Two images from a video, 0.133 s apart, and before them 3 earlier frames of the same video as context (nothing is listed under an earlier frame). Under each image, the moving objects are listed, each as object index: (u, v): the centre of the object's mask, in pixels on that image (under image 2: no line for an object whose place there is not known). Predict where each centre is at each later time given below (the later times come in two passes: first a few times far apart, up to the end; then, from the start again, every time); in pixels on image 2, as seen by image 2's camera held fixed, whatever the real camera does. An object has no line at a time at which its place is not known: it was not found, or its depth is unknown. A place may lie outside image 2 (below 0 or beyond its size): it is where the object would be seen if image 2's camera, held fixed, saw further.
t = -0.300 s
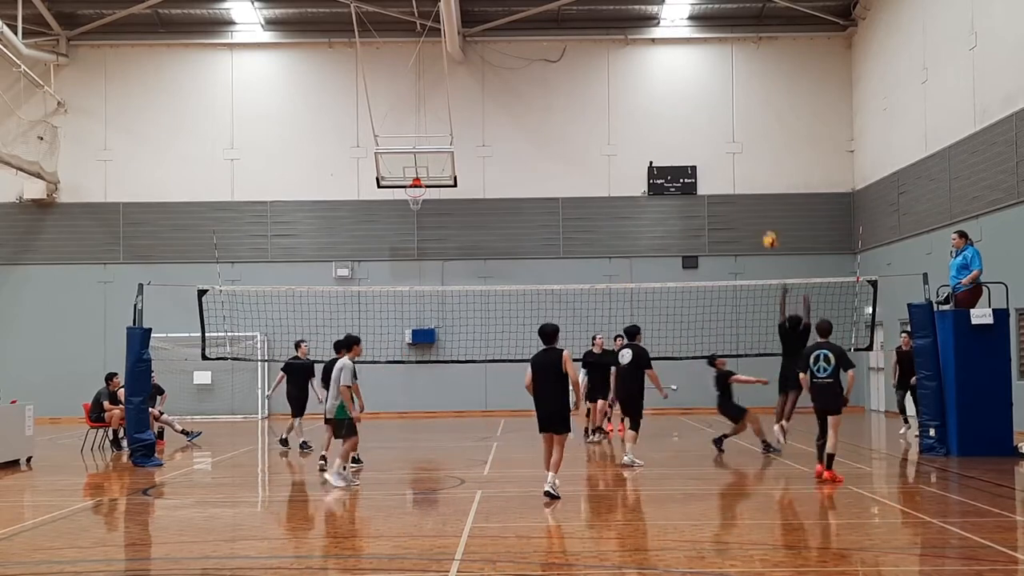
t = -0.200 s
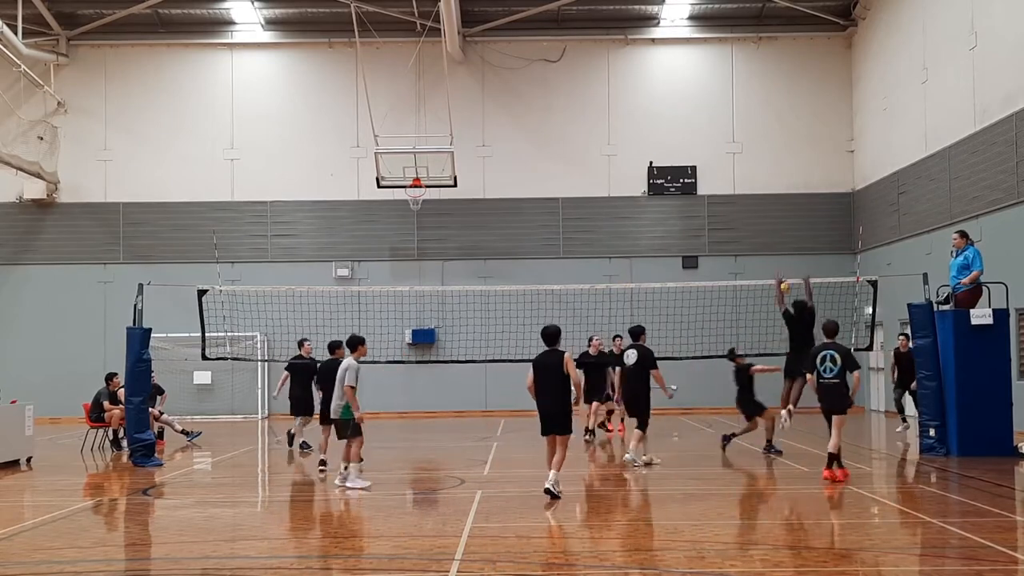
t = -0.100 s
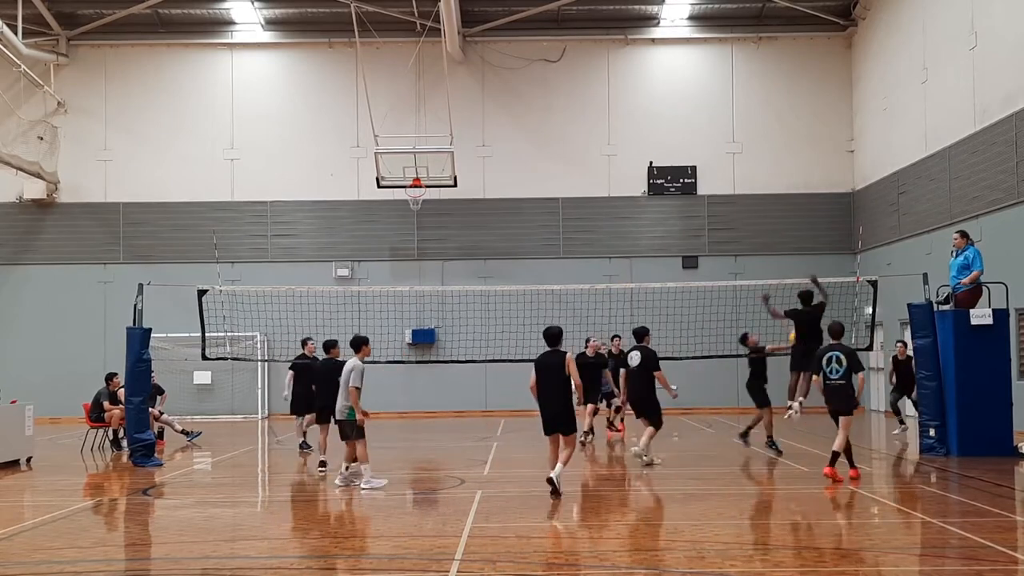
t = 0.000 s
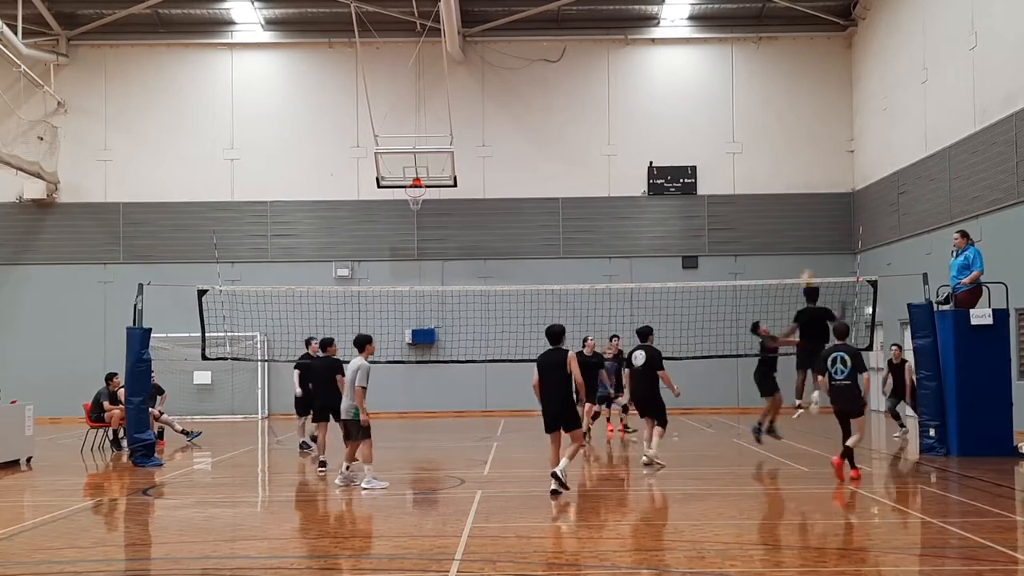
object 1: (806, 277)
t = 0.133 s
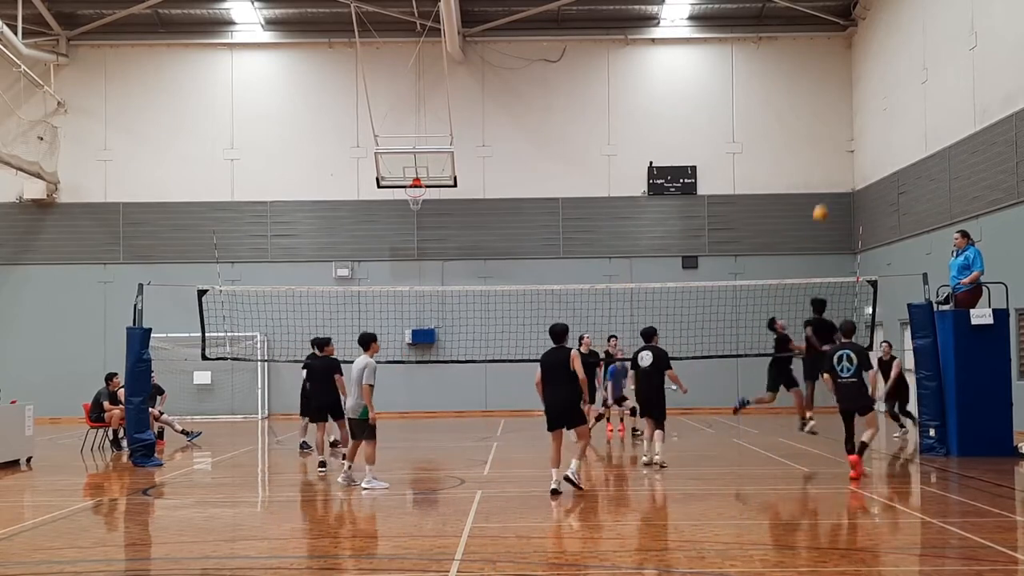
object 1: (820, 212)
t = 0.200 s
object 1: (827, 185)
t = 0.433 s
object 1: (850, 112)
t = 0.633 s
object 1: (868, 80)
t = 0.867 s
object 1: (890, 75)
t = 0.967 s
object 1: (898, 83)
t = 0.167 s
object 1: (823, 198)
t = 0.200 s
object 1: (827, 185)
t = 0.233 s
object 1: (829, 172)
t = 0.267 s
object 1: (833, 159)
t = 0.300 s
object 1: (836, 148)
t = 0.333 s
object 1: (839, 138)
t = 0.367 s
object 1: (843, 129)
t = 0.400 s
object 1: (846, 120)
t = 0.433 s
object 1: (850, 112)
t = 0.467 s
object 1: (852, 105)
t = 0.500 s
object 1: (856, 98)
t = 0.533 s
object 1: (860, 93)
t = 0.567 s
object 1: (862, 88)
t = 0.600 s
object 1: (865, 83)
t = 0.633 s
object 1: (868, 80)
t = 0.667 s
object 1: (871, 77)
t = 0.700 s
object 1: (874, 75)
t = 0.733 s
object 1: (877, 73)
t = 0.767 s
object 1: (880, 73)
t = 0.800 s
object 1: (883, 73)
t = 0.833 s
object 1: (886, 74)
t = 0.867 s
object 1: (890, 75)
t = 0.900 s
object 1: (892, 77)
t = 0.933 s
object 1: (895, 80)
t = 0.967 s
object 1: (898, 83)
